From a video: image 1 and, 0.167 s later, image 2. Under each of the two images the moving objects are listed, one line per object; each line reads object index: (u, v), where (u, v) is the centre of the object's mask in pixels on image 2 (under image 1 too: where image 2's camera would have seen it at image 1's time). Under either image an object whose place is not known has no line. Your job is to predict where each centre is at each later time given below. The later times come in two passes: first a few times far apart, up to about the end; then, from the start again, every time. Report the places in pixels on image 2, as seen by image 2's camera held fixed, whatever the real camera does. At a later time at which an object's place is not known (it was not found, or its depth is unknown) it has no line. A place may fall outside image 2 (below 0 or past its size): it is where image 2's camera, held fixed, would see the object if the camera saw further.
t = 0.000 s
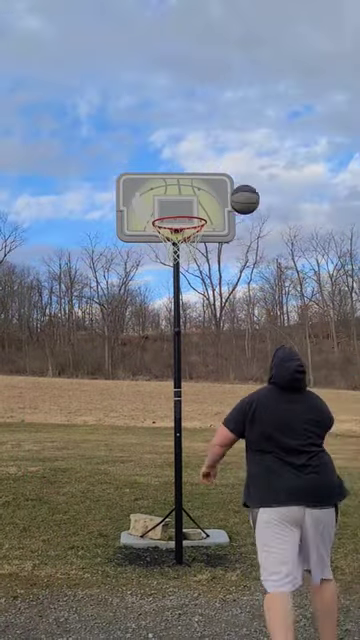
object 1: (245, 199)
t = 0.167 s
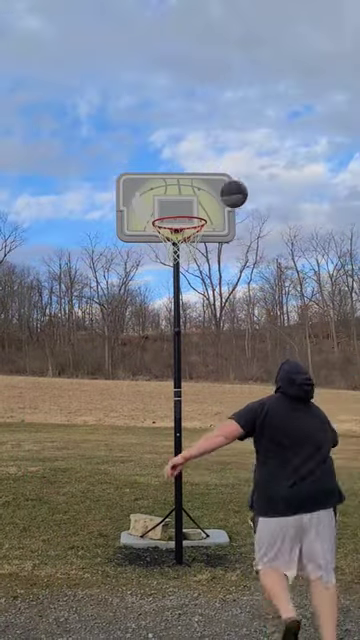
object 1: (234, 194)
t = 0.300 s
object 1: (228, 211)
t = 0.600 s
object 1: (234, 251)
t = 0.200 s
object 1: (232, 196)
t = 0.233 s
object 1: (231, 200)
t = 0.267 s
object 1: (229, 204)
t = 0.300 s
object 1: (228, 211)
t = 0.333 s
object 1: (228, 211)
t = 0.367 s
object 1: (228, 212)
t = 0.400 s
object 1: (229, 215)
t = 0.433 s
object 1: (229, 218)
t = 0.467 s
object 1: (230, 222)
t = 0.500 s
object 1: (231, 228)
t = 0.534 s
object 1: (232, 235)
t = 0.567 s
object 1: (233, 242)
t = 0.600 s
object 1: (234, 251)
